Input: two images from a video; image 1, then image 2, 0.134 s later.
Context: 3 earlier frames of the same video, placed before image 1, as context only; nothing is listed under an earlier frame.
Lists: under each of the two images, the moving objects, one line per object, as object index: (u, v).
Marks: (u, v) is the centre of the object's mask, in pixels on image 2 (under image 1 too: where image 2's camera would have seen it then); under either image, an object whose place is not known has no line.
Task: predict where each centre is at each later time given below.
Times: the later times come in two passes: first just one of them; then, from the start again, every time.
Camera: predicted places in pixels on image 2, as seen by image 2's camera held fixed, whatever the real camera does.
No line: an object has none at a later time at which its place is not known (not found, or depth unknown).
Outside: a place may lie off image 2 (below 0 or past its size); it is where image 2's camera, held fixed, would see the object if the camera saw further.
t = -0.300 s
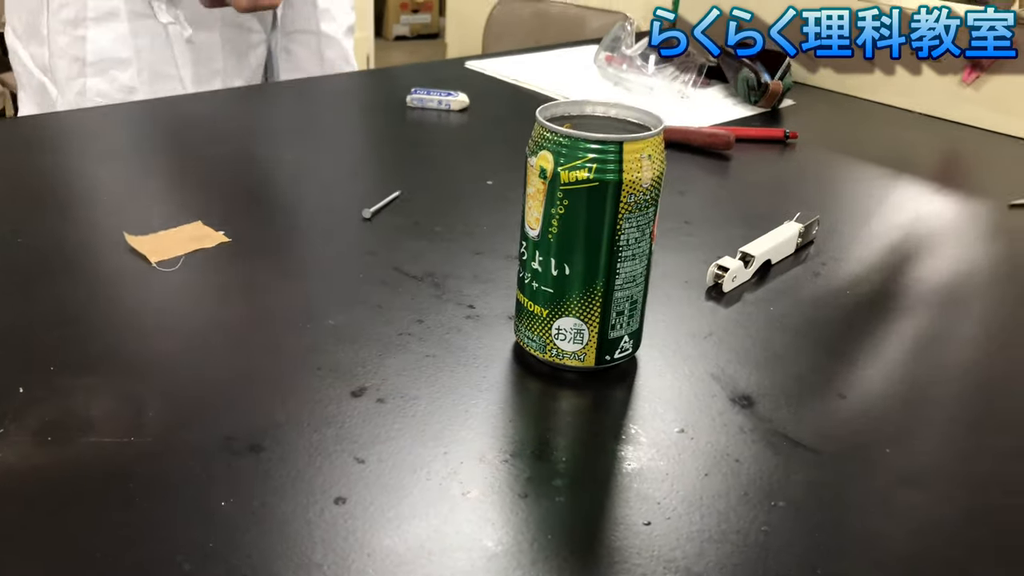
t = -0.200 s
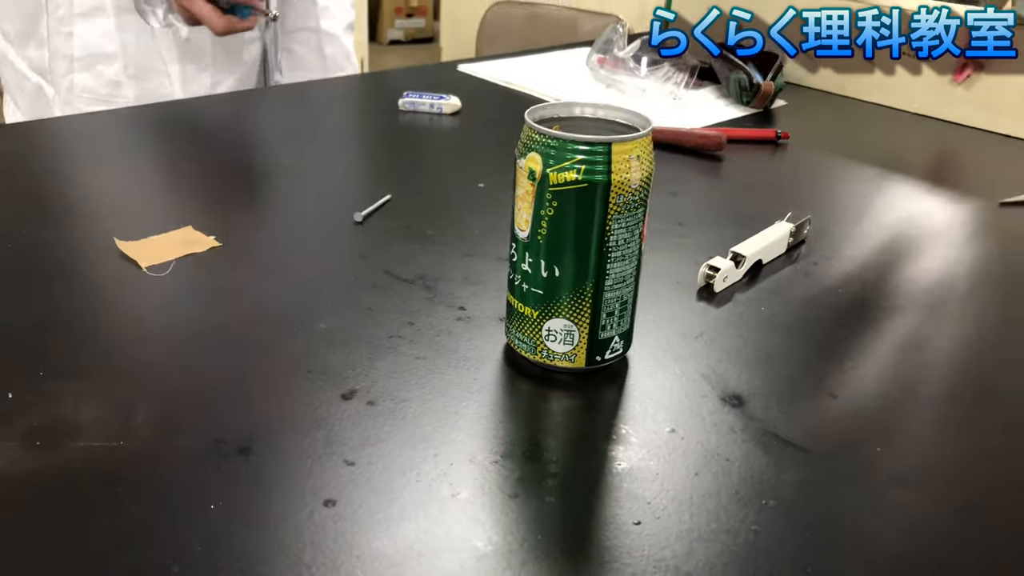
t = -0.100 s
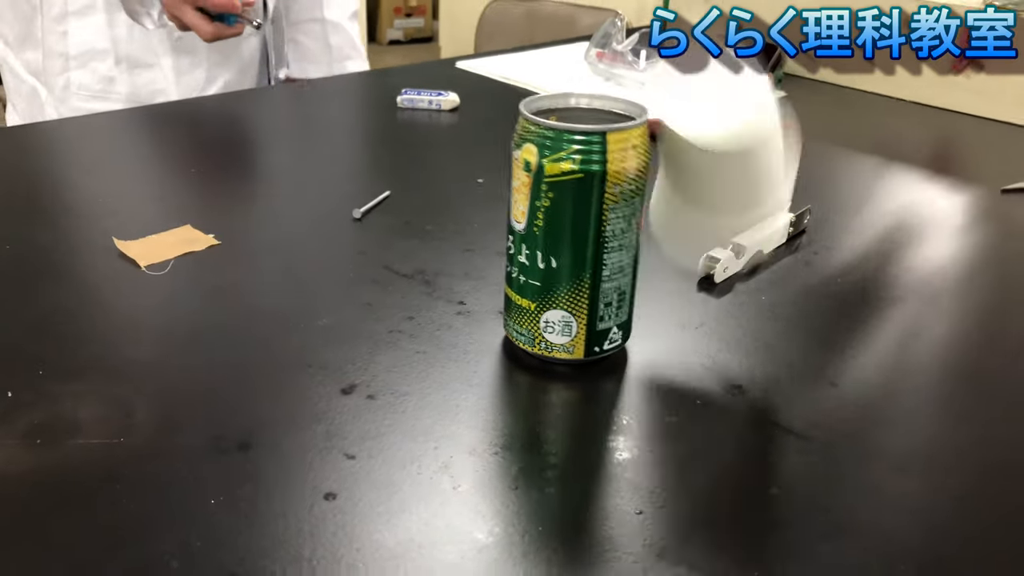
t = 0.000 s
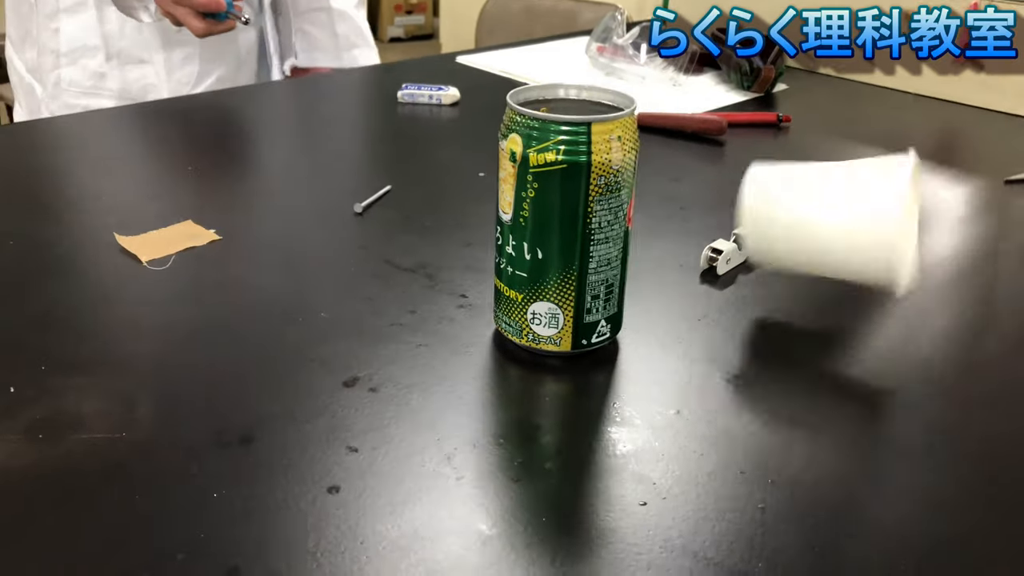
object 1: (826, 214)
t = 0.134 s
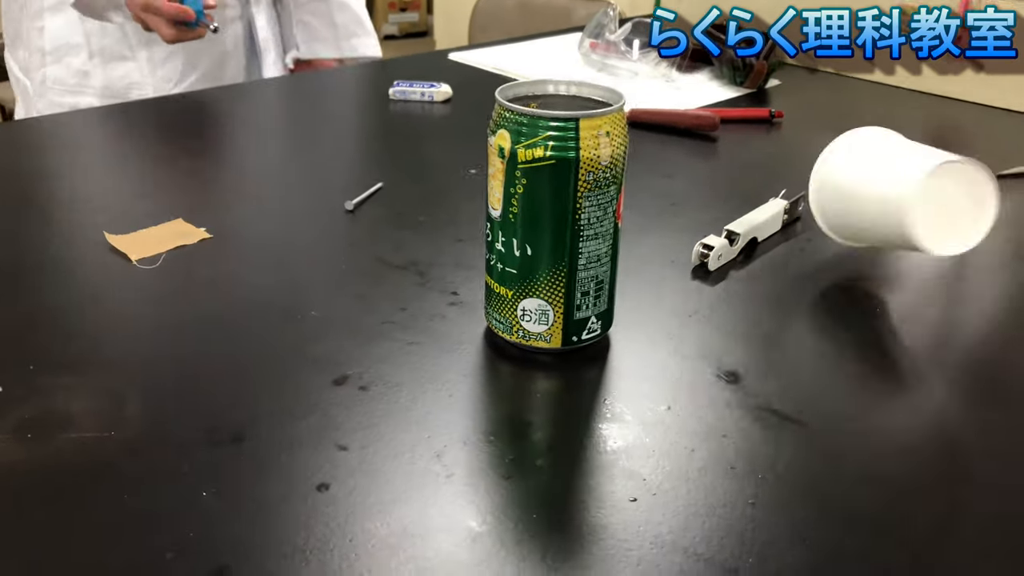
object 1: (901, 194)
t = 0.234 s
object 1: (940, 210)
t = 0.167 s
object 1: (912, 198)
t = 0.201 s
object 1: (923, 205)
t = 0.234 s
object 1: (940, 210)
